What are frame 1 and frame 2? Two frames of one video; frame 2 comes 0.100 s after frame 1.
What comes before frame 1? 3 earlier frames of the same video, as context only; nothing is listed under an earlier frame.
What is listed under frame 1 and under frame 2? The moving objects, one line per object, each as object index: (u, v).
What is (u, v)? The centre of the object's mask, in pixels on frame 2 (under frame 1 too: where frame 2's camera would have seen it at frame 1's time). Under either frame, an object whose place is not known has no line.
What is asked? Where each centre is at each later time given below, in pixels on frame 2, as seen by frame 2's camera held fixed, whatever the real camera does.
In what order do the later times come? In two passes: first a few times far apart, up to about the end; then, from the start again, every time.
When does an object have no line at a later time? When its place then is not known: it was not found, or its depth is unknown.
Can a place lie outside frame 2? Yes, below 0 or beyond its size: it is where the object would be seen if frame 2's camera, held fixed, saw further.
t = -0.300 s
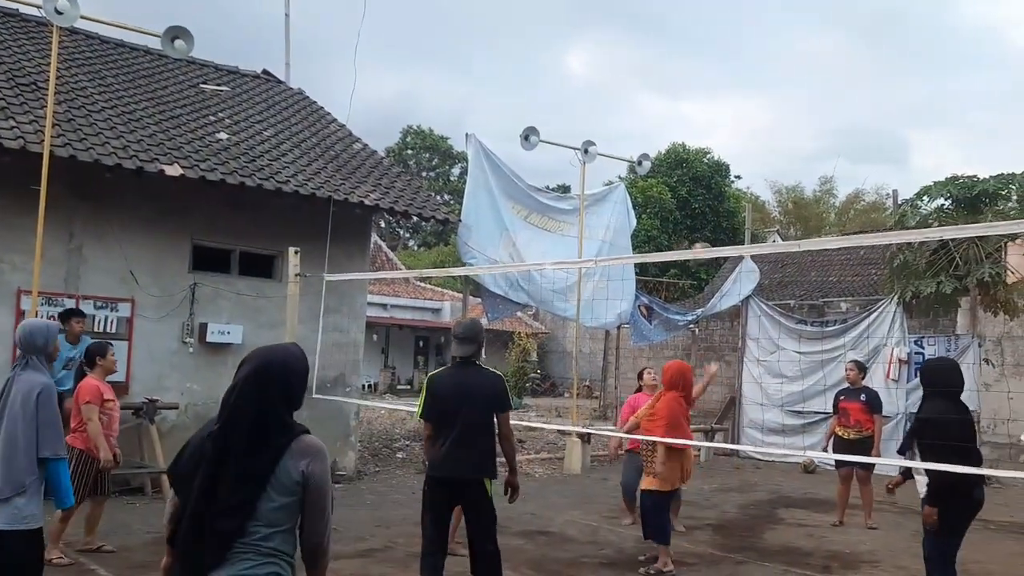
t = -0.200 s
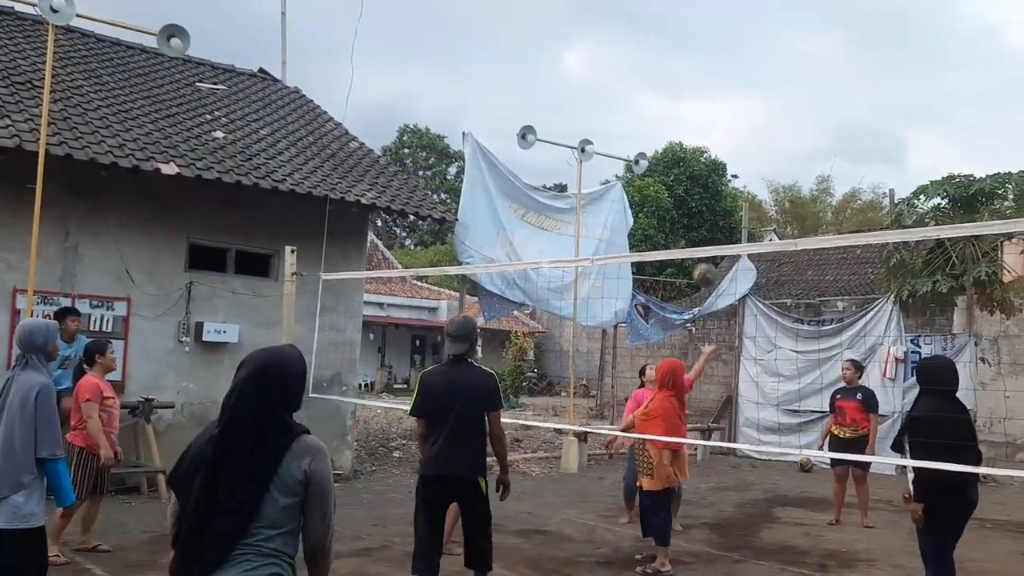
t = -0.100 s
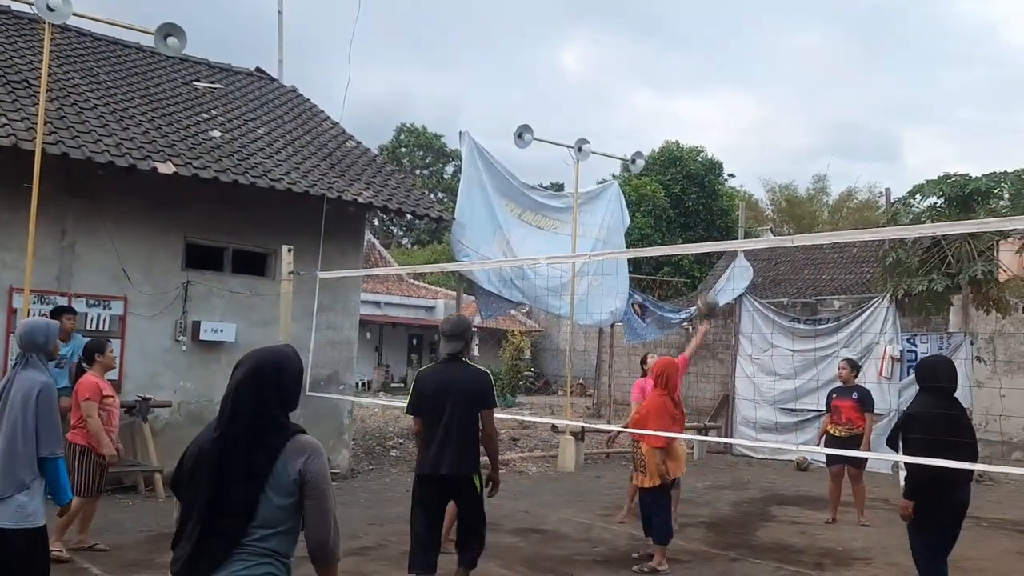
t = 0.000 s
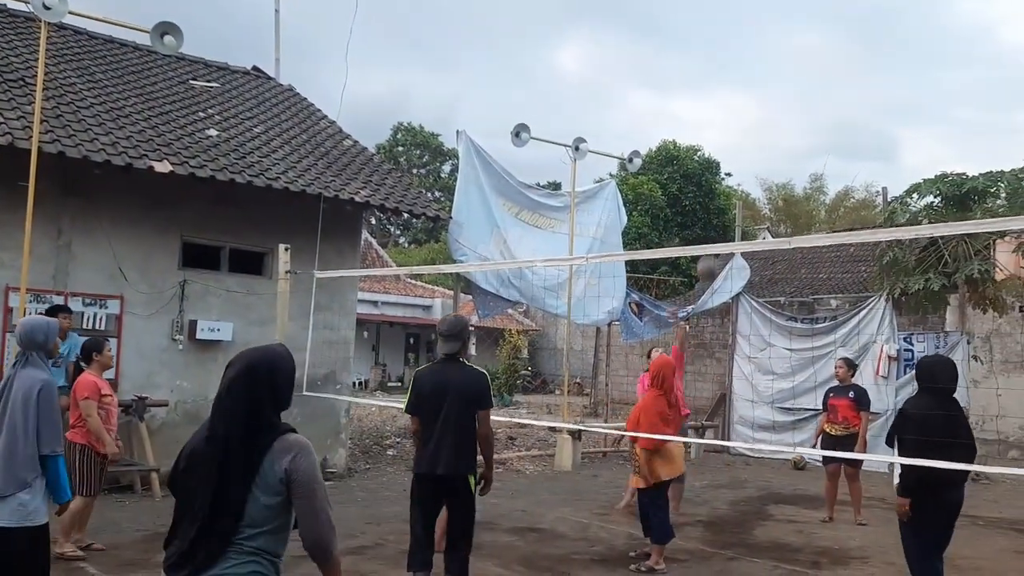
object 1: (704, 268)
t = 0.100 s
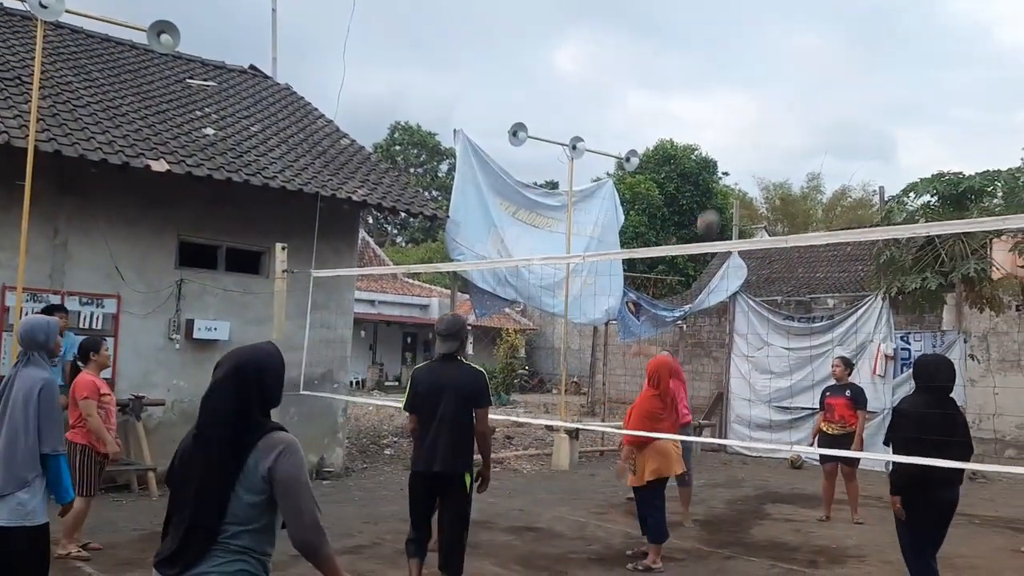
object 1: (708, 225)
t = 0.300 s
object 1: (716, 165)
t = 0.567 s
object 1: (725, 149)
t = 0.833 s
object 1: (733, 214)
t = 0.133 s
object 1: (709, 211)
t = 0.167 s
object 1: (709, 200)
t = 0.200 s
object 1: (710, 188)
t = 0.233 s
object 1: (713, 179)
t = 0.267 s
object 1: (715, 171)
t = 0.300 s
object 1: (716, 165)
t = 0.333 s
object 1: (717, 158)
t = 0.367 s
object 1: (718, 154)
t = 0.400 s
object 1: (719, 149)
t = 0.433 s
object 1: (721, 146)
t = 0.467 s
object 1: (722, 145)
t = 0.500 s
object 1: (723, 146)
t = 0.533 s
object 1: (724, 147)
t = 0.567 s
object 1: (725, 149)
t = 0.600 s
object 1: (726, 152)
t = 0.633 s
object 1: (727, 157)
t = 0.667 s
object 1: (729, 164)
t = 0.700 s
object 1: (729, 171)
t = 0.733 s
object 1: (729, 181)
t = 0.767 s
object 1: (731, 189)
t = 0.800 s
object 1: (730, 200)
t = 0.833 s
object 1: (733, 214)
